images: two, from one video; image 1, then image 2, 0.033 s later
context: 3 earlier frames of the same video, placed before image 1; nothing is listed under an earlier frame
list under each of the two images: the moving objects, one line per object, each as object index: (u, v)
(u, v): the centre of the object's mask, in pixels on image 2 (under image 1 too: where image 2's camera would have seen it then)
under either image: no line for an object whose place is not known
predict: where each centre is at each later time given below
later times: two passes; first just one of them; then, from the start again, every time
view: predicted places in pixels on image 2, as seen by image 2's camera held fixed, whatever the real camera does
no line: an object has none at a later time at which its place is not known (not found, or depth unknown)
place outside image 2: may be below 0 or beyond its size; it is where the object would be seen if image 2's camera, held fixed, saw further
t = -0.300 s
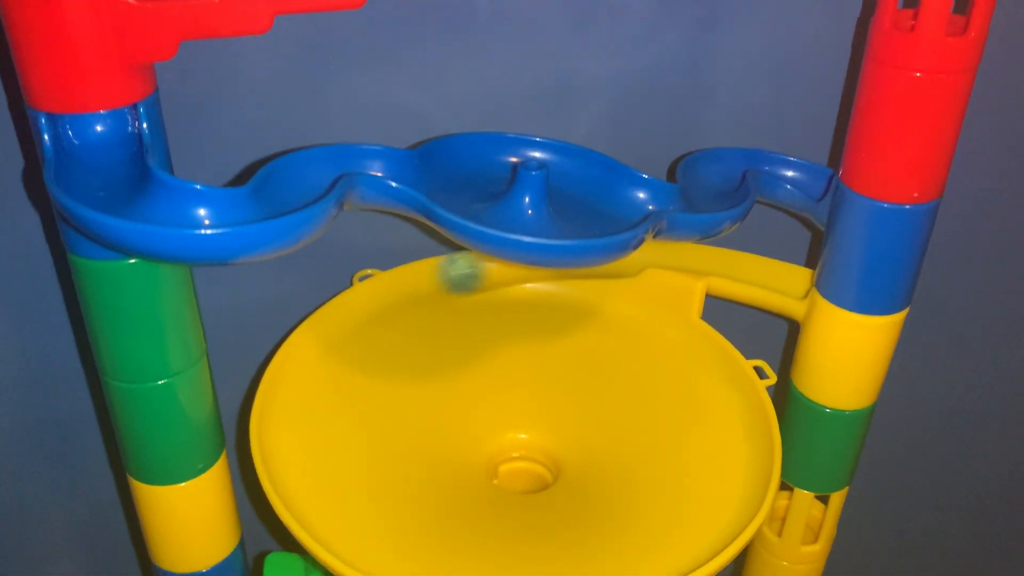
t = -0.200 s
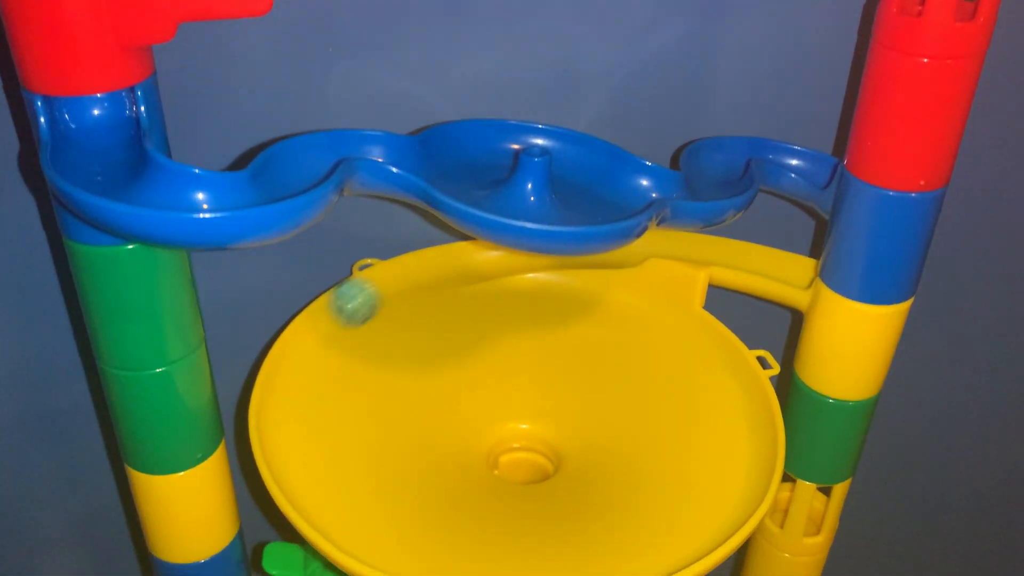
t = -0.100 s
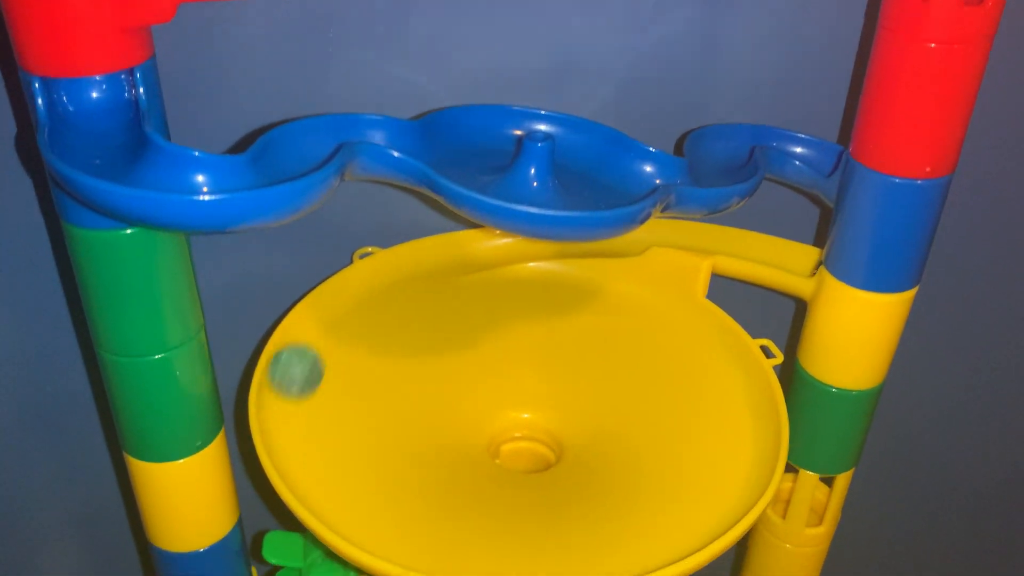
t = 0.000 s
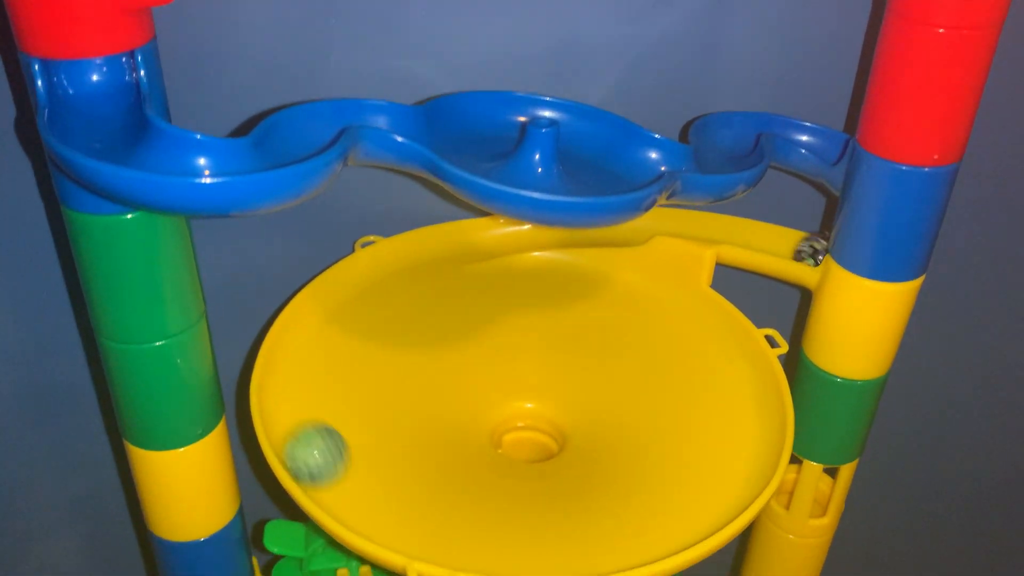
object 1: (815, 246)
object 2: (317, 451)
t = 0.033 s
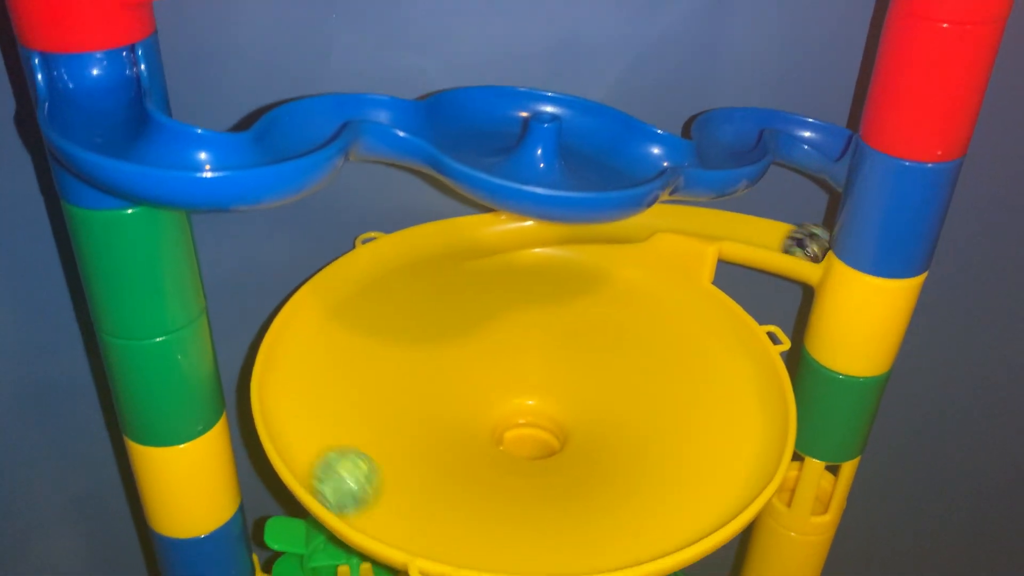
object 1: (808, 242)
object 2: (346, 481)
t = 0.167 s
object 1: (724, 223)
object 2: (535, 545)
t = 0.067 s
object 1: (795, 239)
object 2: (382, 508)
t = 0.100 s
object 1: (775, 233)
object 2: (427, 528)
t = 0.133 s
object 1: (751, 228)
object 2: (478, 541)
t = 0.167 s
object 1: (724, 223)
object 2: (535, 545)
